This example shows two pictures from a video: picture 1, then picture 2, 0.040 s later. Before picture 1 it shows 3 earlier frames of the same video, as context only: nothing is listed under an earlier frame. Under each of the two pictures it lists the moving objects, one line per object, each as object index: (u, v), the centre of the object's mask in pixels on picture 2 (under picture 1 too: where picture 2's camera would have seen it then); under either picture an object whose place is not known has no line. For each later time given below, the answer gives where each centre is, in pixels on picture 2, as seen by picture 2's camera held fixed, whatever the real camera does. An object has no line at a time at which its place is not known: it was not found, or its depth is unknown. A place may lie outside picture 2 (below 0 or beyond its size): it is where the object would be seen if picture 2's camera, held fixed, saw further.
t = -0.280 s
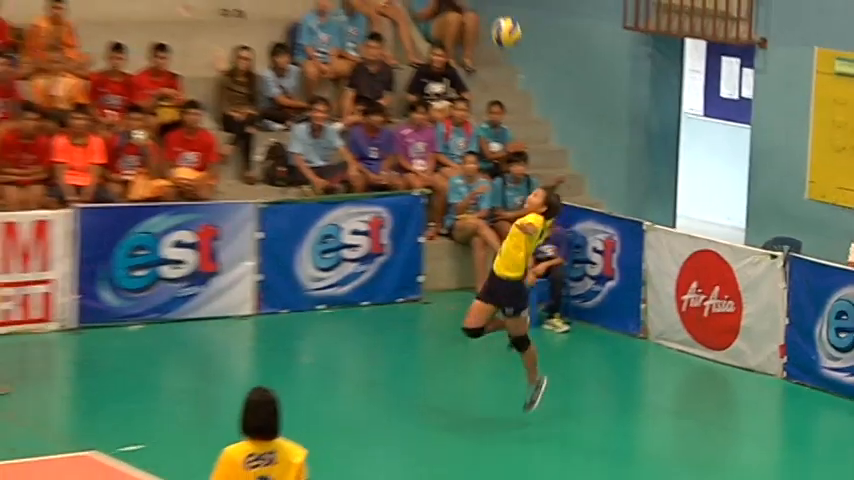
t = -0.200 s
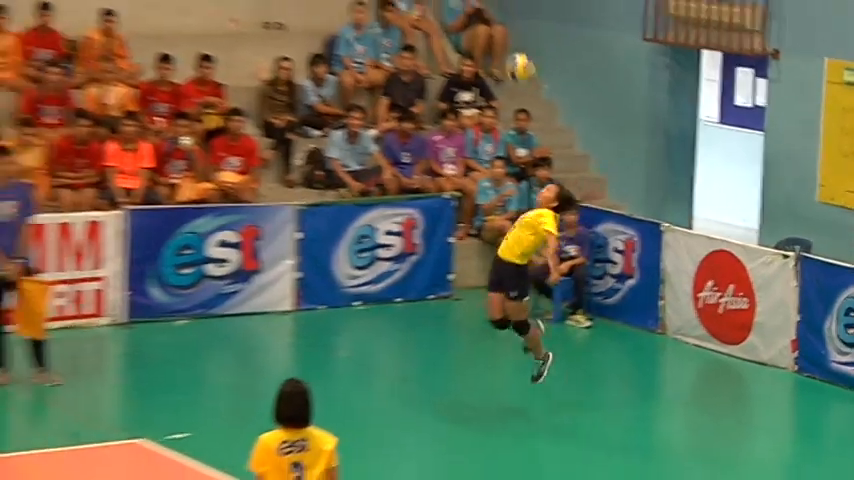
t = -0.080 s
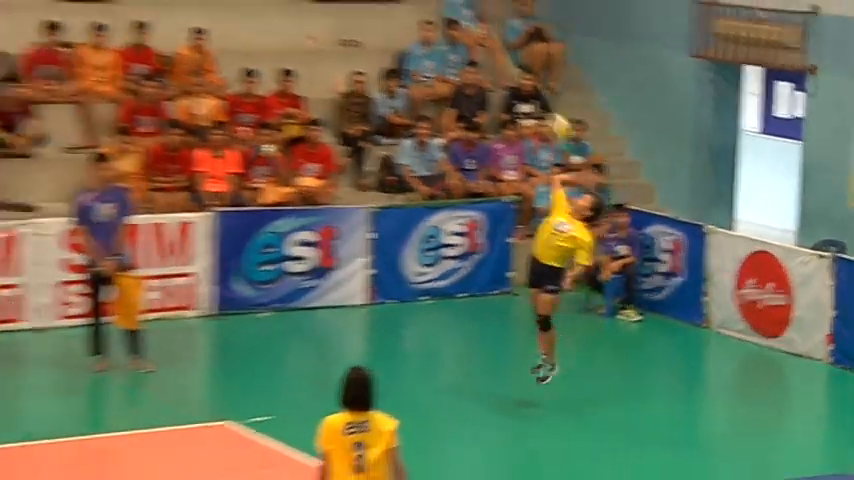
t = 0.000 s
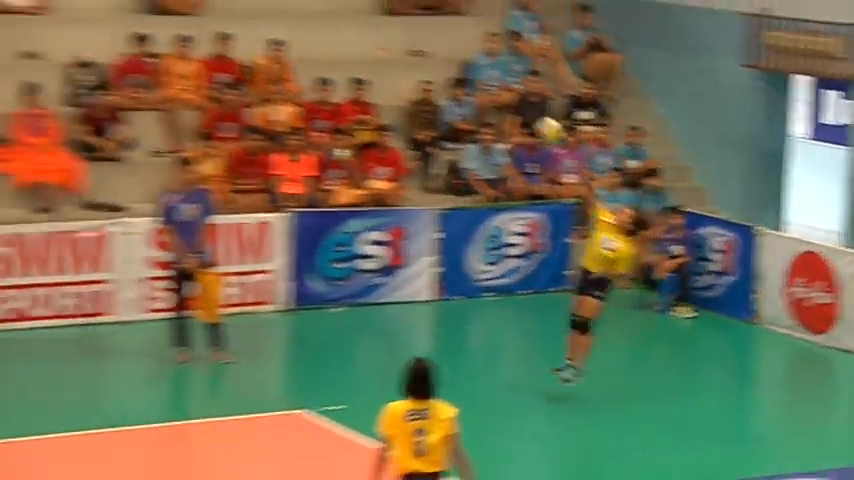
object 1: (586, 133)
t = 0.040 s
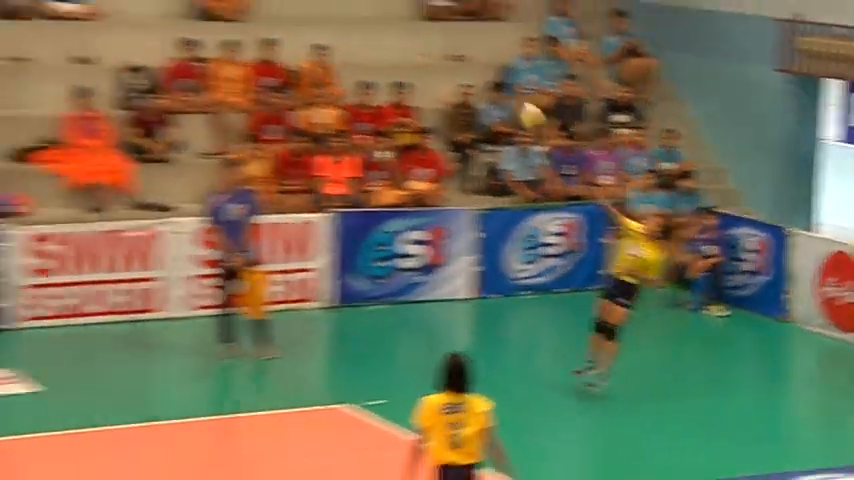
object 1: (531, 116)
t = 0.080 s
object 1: (472, 100)
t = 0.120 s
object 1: (411, 83)
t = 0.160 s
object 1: (348, 68)
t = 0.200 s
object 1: (283, 53)
